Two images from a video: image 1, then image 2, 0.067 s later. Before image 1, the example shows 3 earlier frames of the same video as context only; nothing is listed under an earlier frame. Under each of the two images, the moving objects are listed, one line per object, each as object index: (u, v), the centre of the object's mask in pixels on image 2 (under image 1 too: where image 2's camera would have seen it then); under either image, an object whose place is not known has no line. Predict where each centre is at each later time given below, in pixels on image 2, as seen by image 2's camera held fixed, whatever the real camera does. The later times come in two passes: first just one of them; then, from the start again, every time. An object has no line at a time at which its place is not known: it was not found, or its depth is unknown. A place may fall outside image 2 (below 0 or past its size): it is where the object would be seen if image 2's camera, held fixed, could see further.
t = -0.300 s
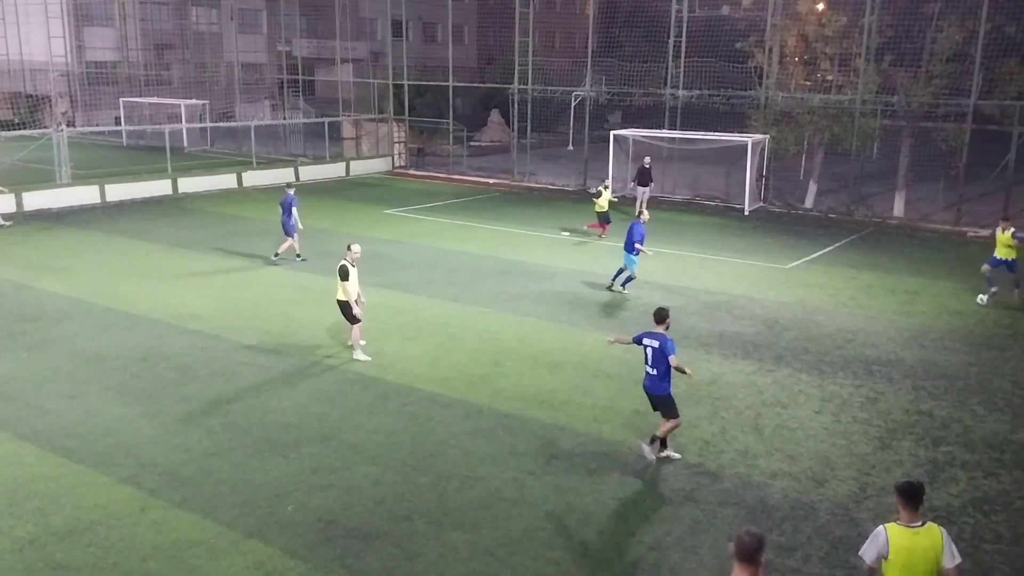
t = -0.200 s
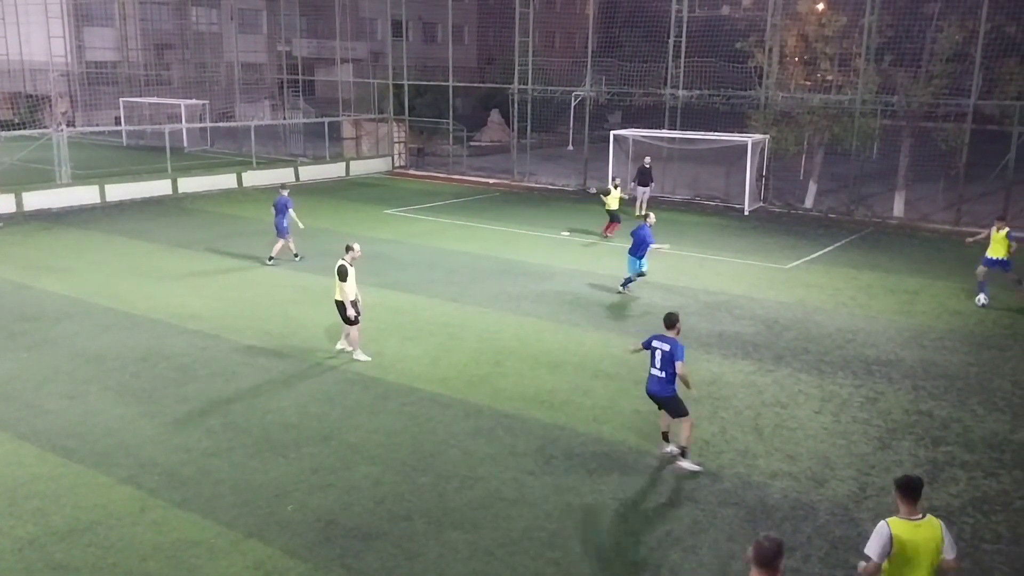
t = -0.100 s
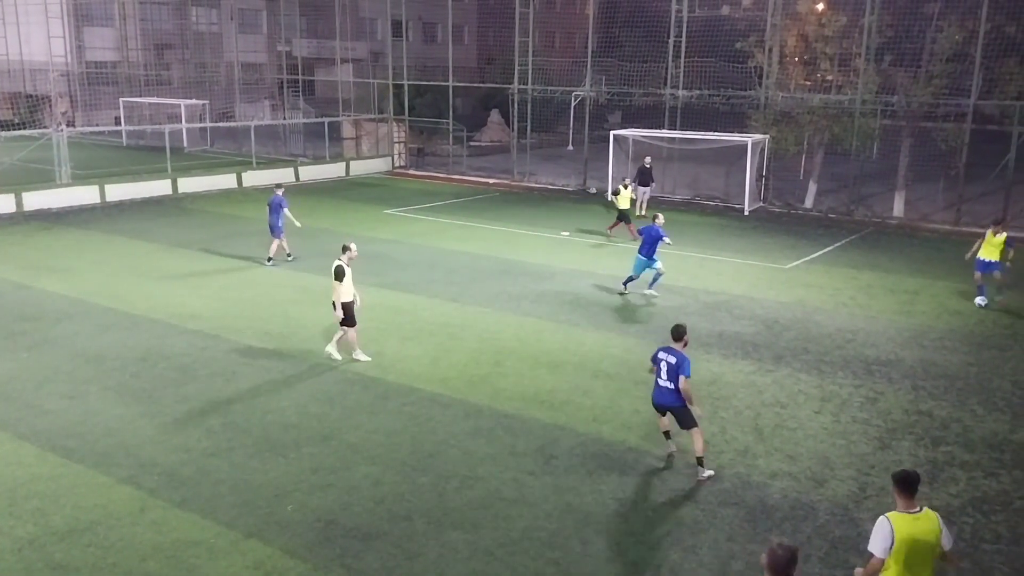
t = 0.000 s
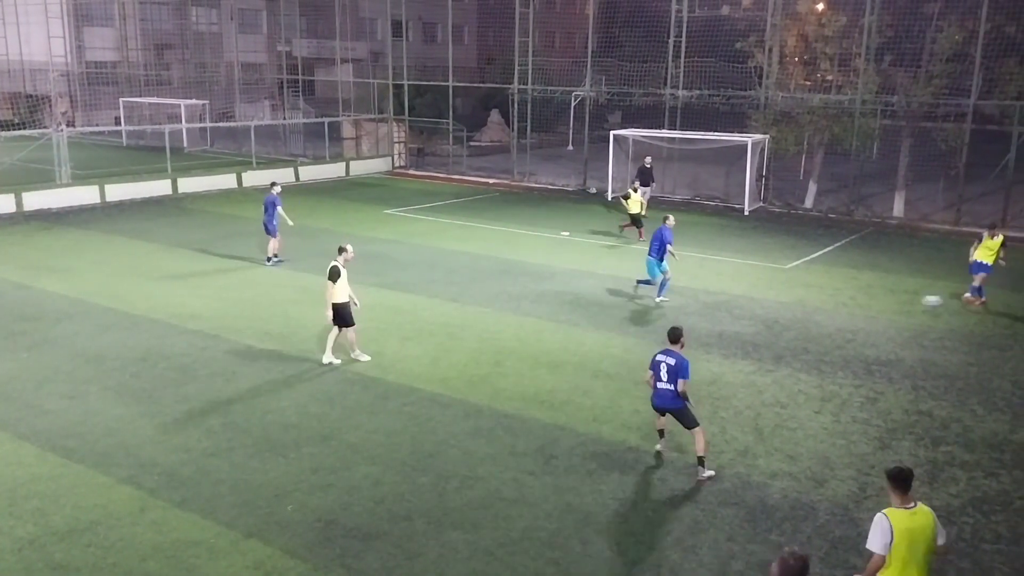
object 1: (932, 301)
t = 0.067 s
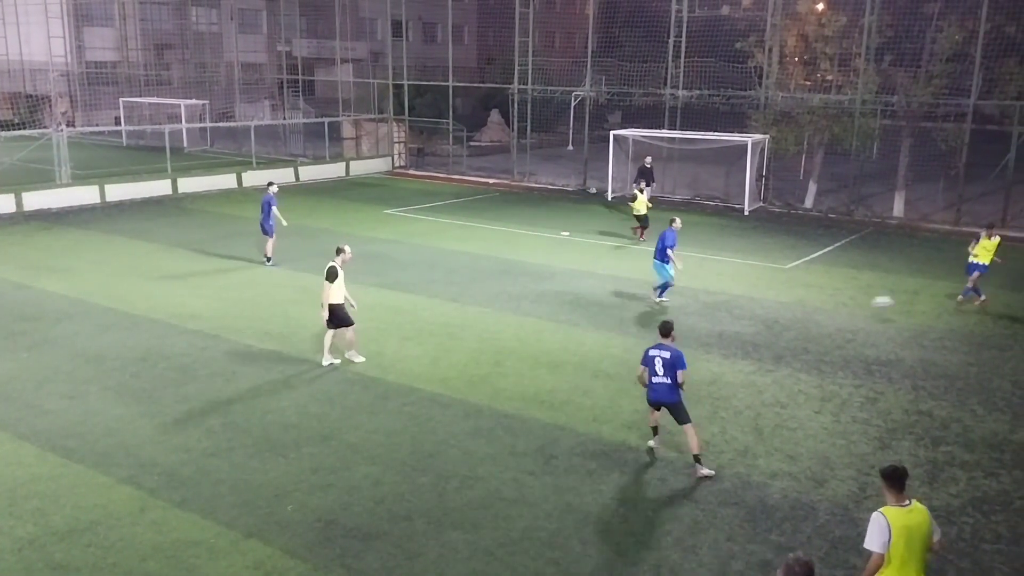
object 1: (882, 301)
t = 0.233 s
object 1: (745, 313)
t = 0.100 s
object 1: (855, 303)
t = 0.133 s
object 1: (830, 304)
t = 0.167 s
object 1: (803, 306)
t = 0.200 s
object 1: (774, 309)
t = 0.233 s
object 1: (745, 313)
